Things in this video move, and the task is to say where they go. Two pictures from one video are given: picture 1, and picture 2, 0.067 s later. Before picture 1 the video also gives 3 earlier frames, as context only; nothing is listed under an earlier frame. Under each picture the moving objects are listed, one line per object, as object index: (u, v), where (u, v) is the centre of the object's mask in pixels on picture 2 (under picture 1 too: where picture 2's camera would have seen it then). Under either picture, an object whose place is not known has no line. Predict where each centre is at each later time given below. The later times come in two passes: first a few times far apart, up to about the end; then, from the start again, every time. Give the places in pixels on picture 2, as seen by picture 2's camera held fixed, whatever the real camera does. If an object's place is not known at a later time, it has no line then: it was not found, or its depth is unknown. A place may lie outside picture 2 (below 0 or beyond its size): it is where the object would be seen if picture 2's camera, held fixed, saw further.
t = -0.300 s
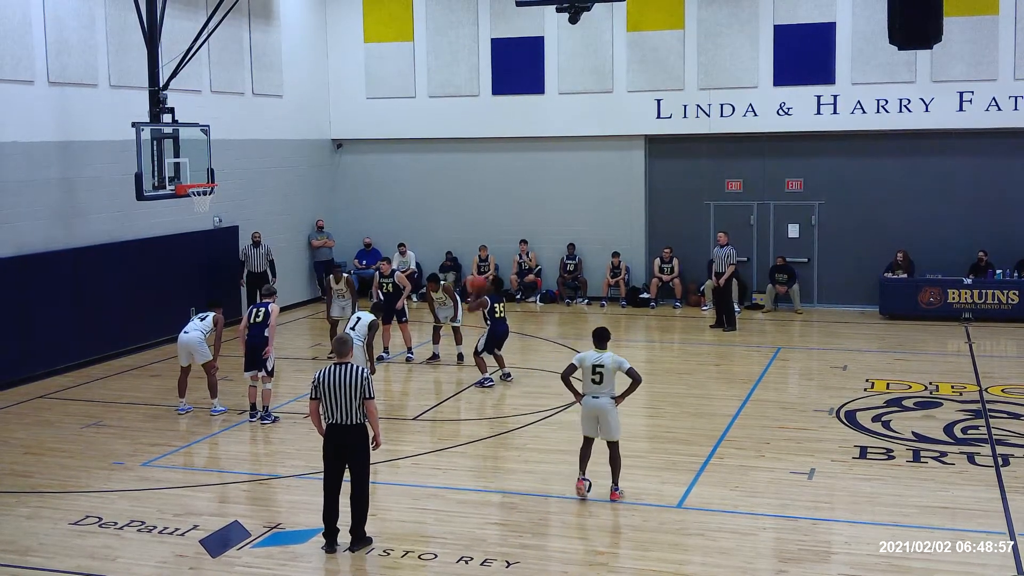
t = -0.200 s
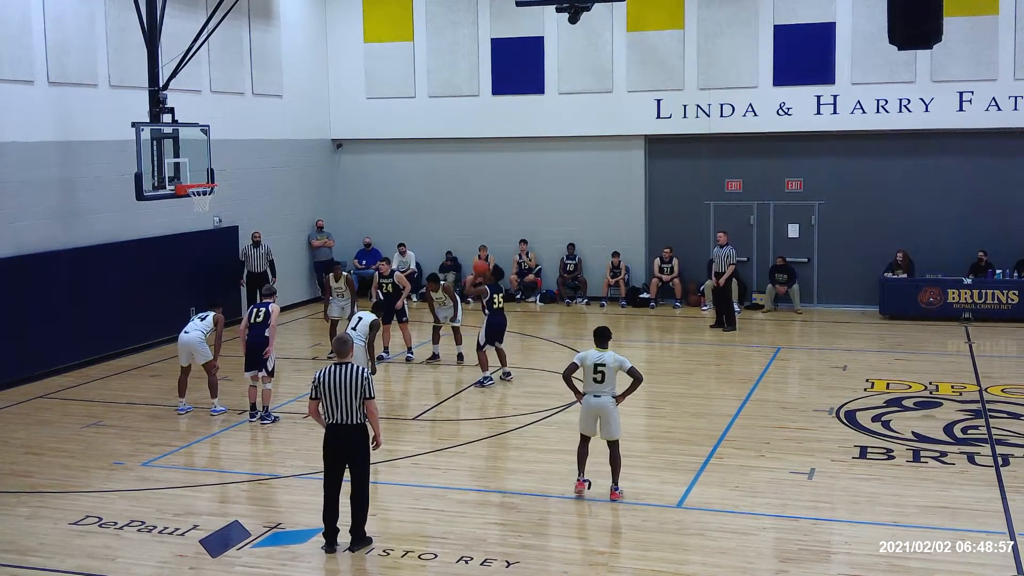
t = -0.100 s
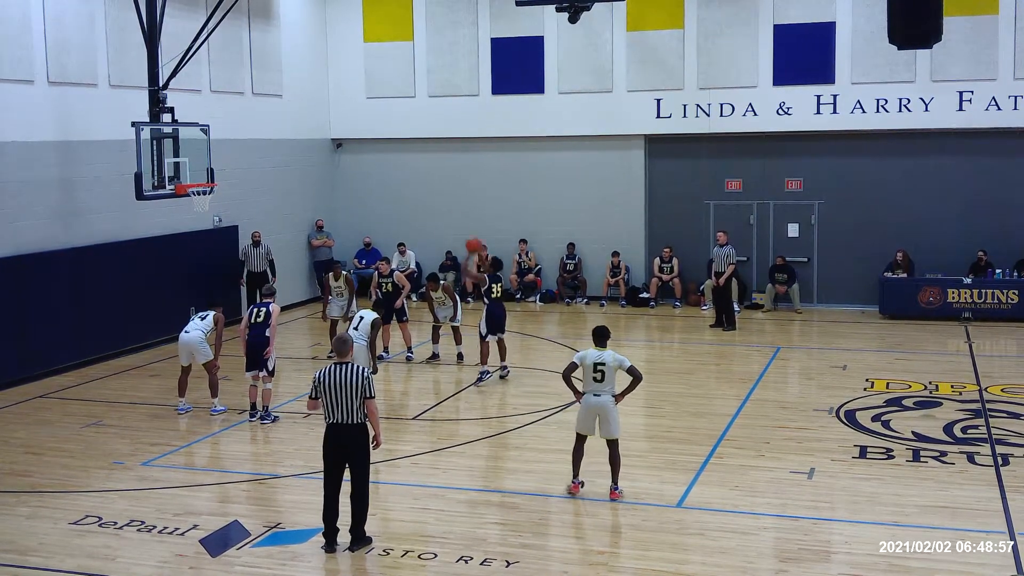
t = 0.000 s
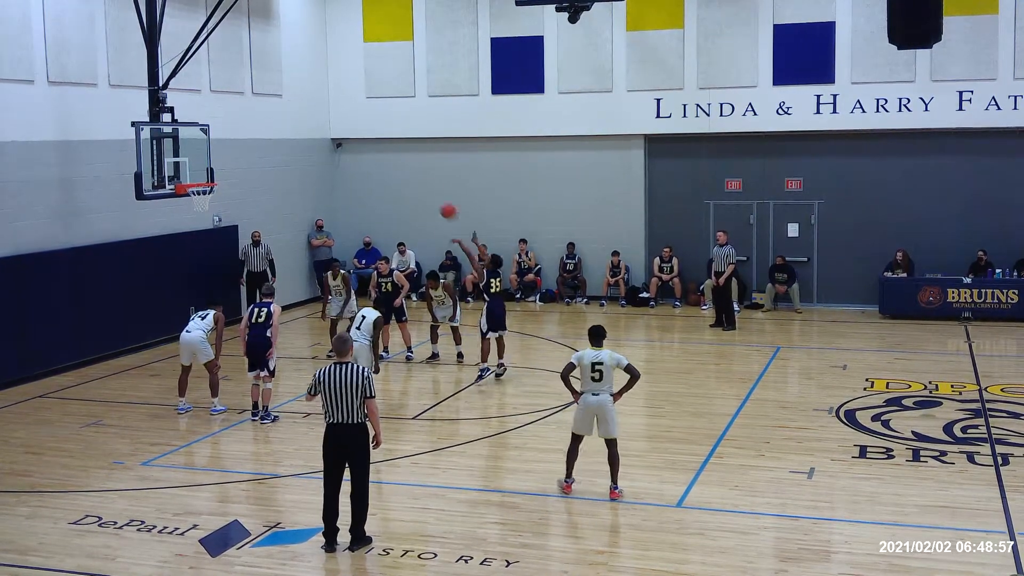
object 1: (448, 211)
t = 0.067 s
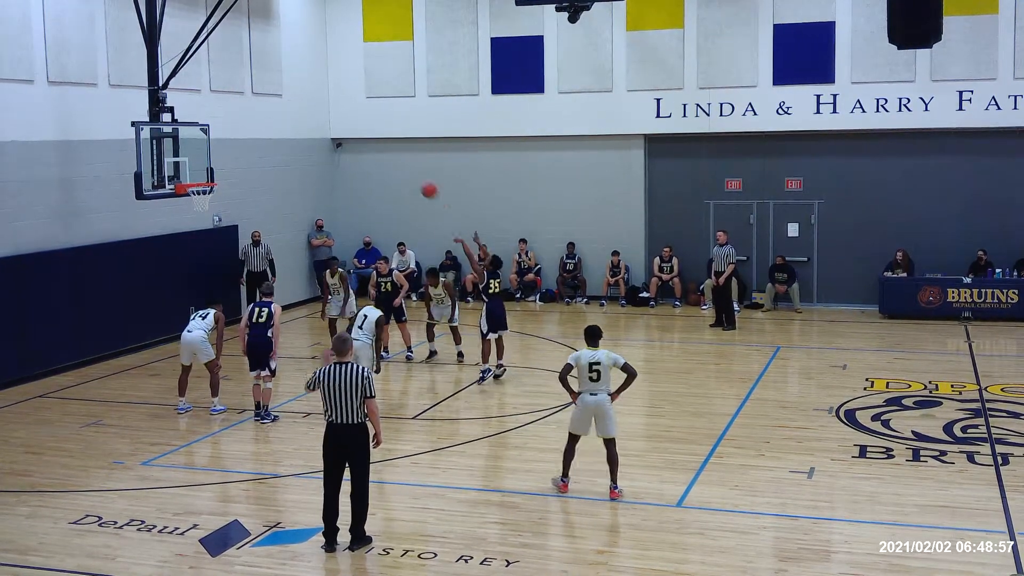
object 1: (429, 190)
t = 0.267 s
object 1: (374, 146)
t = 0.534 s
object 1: (301, 126)
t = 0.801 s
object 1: (233, 152)
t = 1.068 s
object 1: (200, 212)
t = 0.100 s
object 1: (420, 181)
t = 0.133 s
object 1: (410, 173)
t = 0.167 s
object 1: (401, 165)
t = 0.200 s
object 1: (392, 158)
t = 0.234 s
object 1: (382, 152)
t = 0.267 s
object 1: (374, 146)
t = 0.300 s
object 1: (364, 140)
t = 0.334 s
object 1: (355, 136)
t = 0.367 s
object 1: (347, 133)
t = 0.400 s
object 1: (337, 130)
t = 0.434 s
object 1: (328, 128)
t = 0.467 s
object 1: (319, 126)
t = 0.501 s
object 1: (310, 126)
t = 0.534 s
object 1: (301, 126)
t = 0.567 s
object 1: (293, 126)
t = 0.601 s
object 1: (284, 128)
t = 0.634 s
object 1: (275, 130)
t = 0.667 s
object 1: (267, 133)
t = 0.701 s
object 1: (258, 137)
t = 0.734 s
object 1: (249, 141)
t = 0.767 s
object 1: (241, 146)
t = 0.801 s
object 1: (233, 152)
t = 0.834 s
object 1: (224, 158)
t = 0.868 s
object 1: (217, 165)
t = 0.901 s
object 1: (208, 173)
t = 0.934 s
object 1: (199, 179)
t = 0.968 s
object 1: (198, 191)
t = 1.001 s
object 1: (197, 197)
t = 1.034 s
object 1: (198, 204)
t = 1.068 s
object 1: (200, 212)
